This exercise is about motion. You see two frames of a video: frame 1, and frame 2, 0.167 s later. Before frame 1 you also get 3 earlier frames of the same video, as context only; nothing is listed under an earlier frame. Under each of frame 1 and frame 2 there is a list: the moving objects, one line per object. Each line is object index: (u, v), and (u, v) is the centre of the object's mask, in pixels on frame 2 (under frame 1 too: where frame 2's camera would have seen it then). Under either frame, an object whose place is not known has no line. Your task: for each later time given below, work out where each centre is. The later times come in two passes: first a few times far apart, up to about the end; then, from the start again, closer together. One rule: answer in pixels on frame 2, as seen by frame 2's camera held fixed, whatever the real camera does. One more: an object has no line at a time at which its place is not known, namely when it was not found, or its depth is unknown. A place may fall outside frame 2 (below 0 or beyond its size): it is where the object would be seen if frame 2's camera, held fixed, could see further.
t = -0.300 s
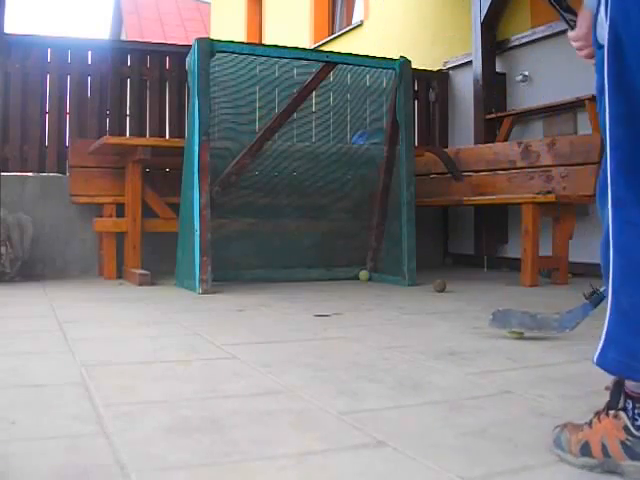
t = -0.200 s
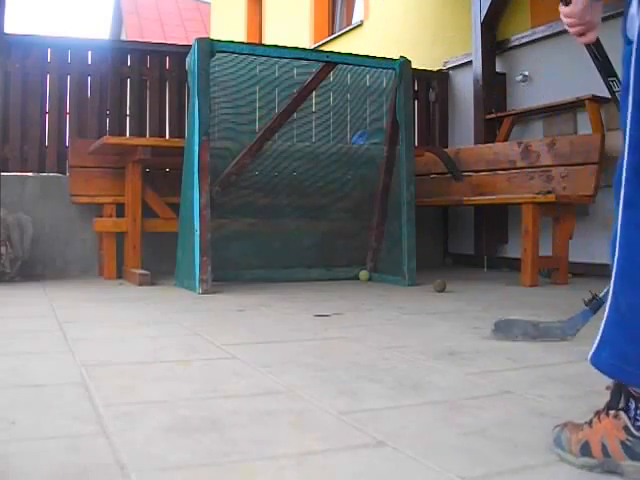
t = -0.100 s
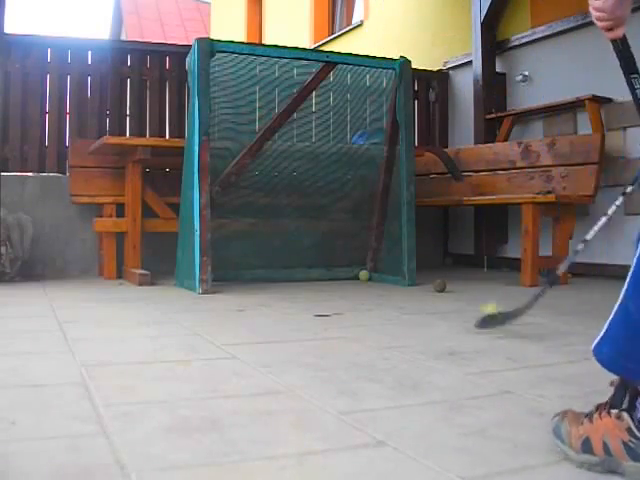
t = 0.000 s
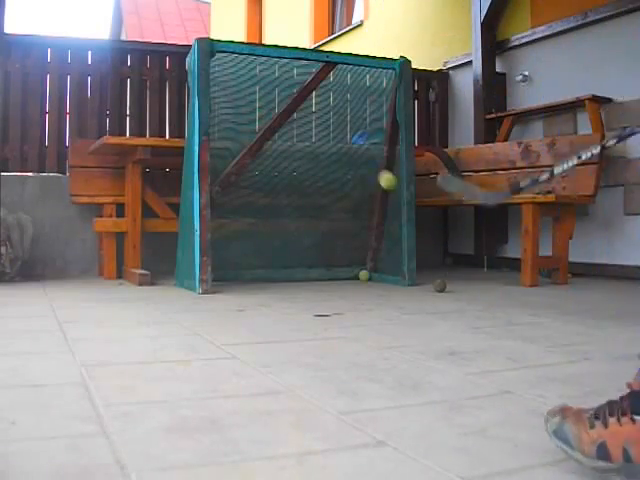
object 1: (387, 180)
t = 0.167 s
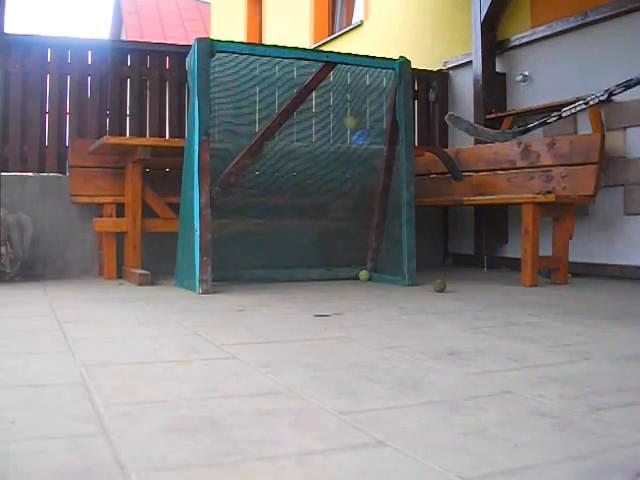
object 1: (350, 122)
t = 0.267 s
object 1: (344, 168)
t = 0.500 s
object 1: (216, 265)
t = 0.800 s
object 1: (245, 237)
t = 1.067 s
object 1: (289, 249)
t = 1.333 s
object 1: (295, 269)
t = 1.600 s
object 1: (320, 279)
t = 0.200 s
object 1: (372, 142)
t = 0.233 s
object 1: (365, 156)
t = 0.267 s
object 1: (344, 168)
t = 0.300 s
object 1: (325, 182)
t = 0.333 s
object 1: (305, 197)
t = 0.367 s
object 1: (287, 215)
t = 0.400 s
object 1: (268, 234)
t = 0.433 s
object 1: (250, 256)
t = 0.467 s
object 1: (231, 280)
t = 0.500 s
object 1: (216, 265)
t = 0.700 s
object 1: (215, 229)
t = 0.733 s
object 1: (225, 230)
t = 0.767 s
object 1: (235, 232)
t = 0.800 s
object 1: (245, 237)
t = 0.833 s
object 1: (255, 245)
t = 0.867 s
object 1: (265, 254)
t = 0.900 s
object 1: (274, 264)
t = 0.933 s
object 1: (283, 278)
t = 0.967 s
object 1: (286, 274)
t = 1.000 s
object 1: (287, 263)
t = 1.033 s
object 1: (288, 255)
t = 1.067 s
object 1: (289, 249)
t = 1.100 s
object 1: (290, 246)
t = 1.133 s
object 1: (291, 244)
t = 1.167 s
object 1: (291, 244)
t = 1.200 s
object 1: (292, 247)
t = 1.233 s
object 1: (292, 250)
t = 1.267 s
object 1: (293, 256)
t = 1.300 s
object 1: (293, 264)
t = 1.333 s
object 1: (295, 269)
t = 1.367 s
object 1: (297, 273)
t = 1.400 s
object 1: (300, 278)
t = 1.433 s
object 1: (303, 275)
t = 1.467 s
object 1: (307, 273)
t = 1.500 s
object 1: (310, 273)
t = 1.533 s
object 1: (313, 275)
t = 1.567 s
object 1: (317, 278)
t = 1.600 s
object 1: (320, 279)
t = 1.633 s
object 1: (324, 277)
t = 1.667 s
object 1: (327, 278)
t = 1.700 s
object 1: (331, 280)
